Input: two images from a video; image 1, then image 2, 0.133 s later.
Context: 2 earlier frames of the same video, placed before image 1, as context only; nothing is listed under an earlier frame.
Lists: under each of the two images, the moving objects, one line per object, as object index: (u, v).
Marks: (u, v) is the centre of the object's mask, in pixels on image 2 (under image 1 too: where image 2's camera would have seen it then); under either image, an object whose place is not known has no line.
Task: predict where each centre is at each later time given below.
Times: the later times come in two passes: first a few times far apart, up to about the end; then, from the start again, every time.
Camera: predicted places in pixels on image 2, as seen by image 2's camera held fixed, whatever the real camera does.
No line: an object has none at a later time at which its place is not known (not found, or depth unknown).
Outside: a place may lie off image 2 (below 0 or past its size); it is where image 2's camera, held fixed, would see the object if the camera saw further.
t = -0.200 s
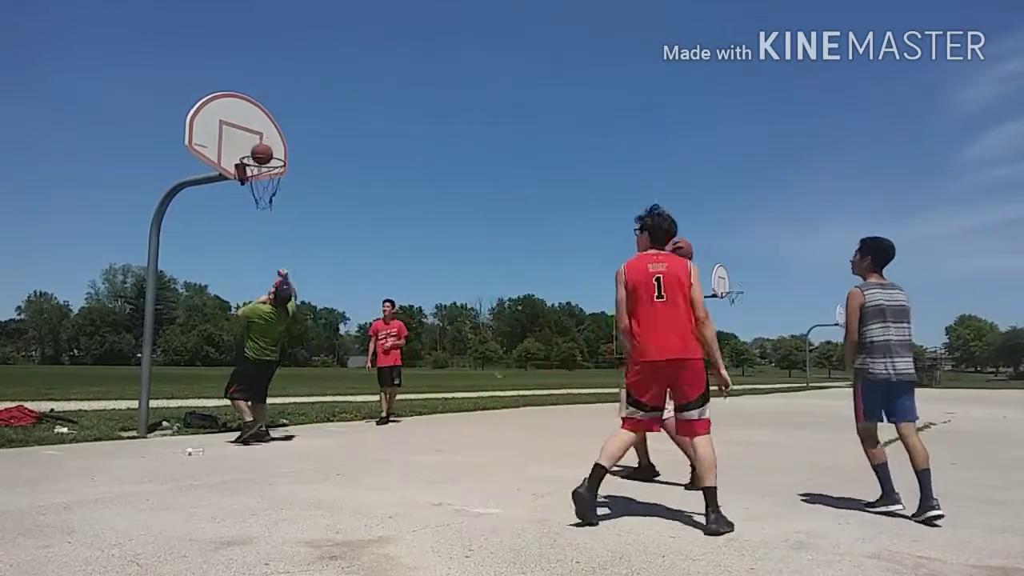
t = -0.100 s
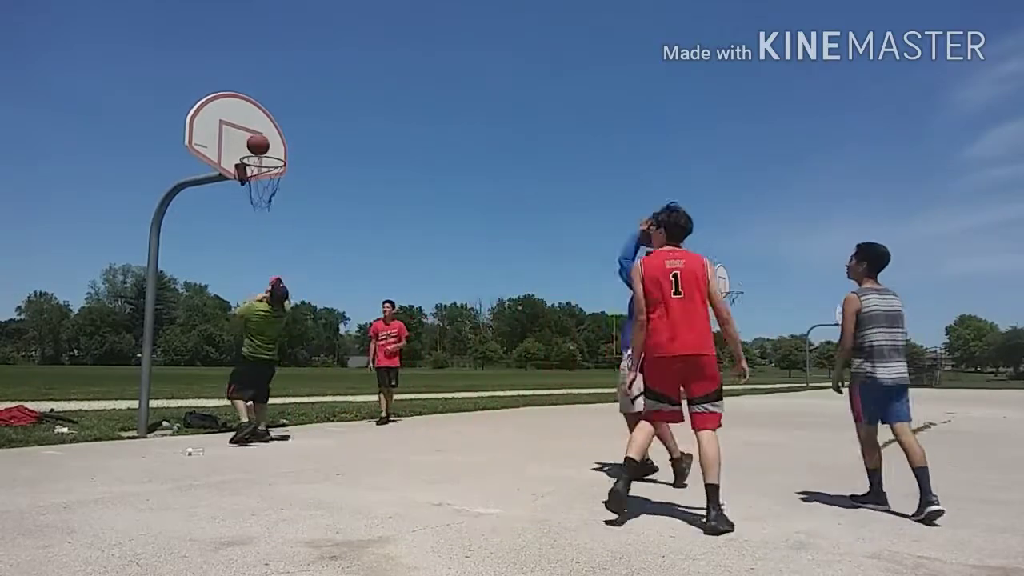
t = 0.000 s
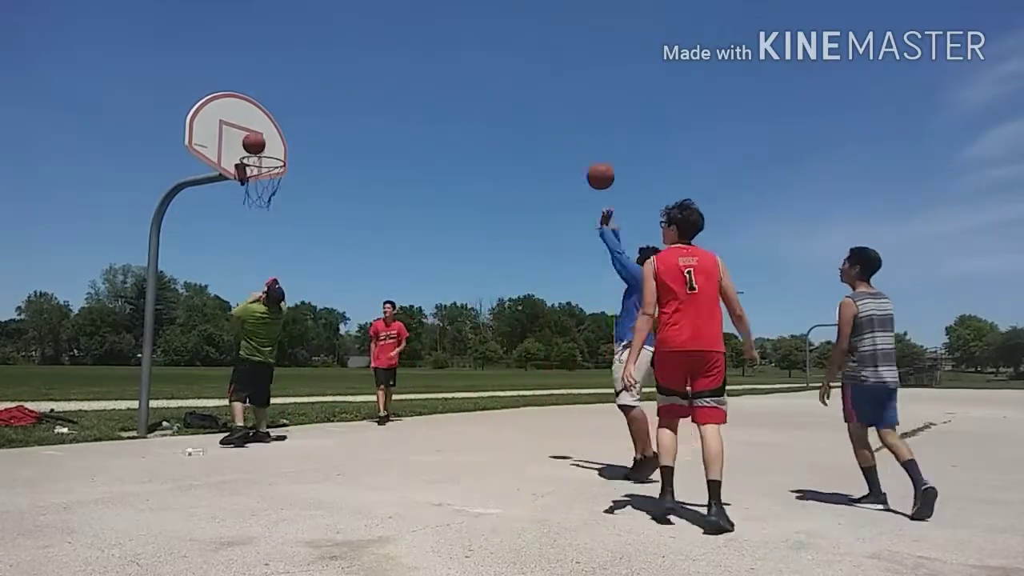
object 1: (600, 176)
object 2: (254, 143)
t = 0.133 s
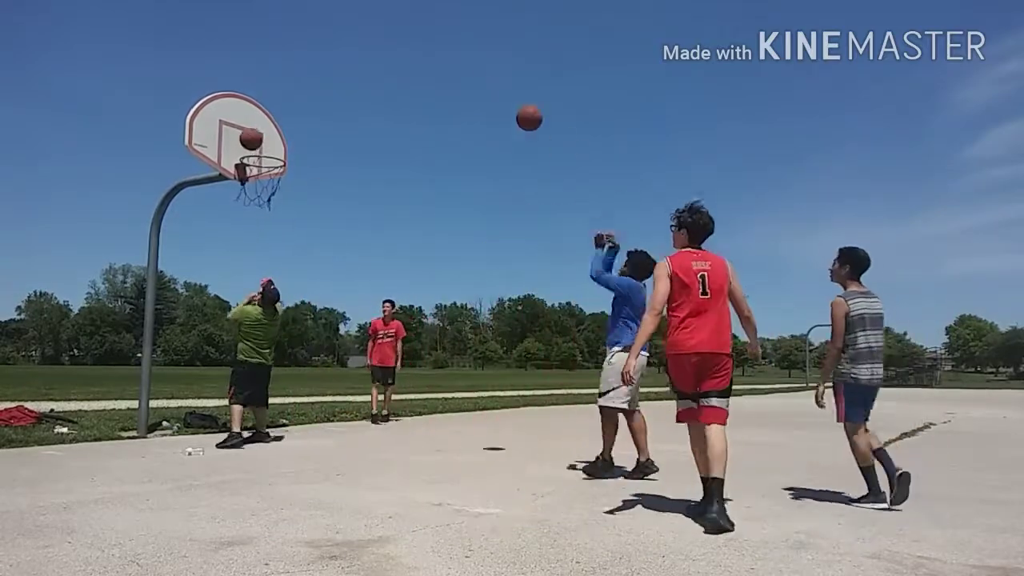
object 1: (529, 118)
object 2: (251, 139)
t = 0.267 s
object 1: (465, 83)
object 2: (250, 139)
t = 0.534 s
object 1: (351, 71)
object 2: (238, 153)
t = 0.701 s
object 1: (289, 96)
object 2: (228, 189)
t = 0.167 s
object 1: (512, 107)
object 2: (251, 138)
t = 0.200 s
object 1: (496, 98)
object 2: (251, 137)
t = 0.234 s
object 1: (480, 90)
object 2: (251, 138)
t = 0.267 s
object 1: (465, 83)
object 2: (250, 139)
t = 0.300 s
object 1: (449, 77)
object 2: (249, 142)
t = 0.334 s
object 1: (434, 73)
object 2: (249, 143)
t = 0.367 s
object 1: (420, 70)
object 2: (247, 143)
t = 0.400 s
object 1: (405, 67)
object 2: (245, 143)
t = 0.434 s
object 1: (391, 66)
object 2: (244, 144)
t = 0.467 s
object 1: (378, 67)
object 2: (242, 146)
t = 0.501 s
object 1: (364, 68)
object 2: (240, 149)
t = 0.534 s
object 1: (351, 71)
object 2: (238, 153)
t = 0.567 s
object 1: (338, 73)
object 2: (236, 158)
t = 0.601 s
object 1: (325, 78)
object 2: (234, 164)
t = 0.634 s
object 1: (313, 83)
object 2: (232, 170)
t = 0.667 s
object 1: (301, 89)
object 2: (230, 180)
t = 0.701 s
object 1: (289, 96)
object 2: (228, 189)
